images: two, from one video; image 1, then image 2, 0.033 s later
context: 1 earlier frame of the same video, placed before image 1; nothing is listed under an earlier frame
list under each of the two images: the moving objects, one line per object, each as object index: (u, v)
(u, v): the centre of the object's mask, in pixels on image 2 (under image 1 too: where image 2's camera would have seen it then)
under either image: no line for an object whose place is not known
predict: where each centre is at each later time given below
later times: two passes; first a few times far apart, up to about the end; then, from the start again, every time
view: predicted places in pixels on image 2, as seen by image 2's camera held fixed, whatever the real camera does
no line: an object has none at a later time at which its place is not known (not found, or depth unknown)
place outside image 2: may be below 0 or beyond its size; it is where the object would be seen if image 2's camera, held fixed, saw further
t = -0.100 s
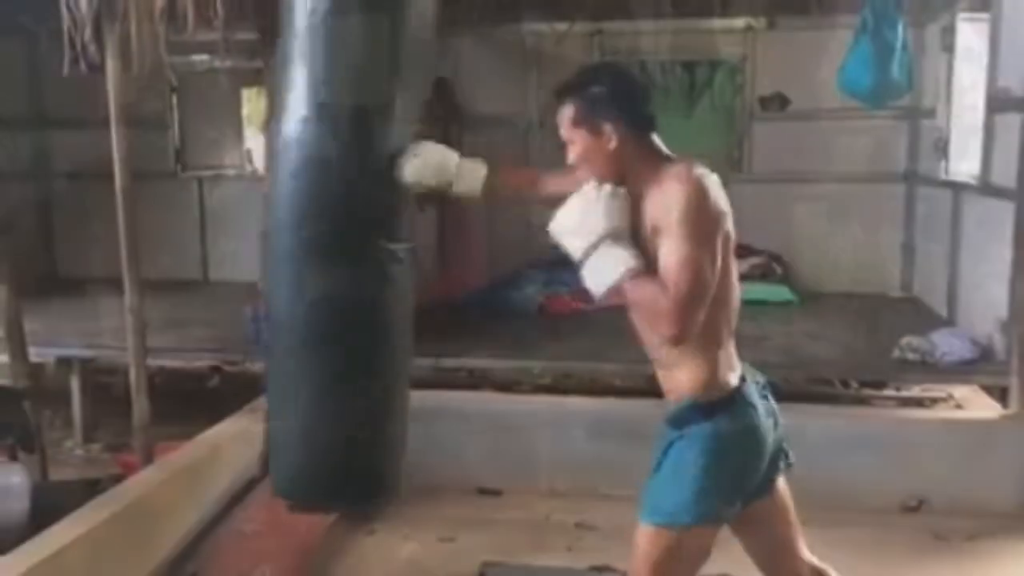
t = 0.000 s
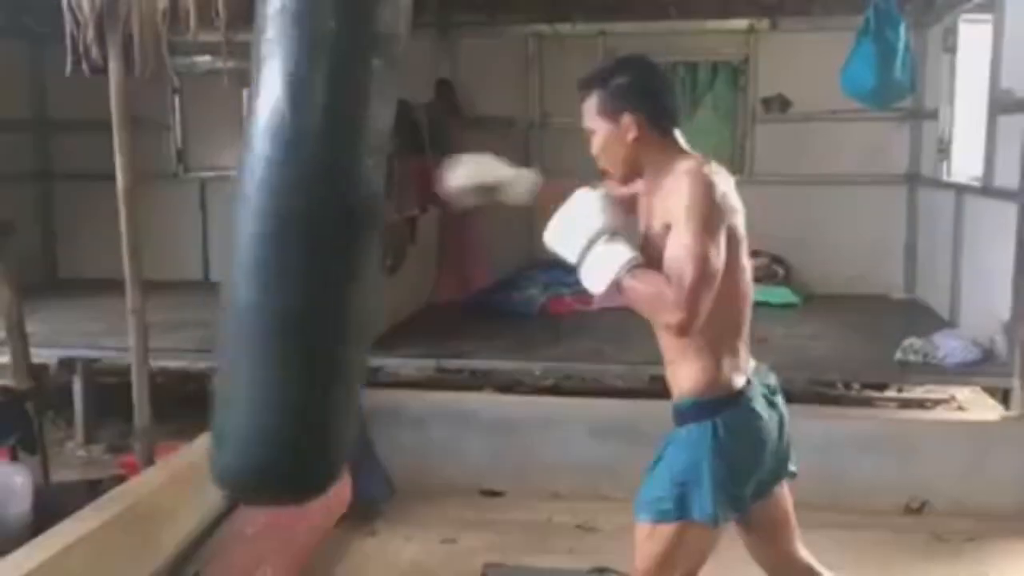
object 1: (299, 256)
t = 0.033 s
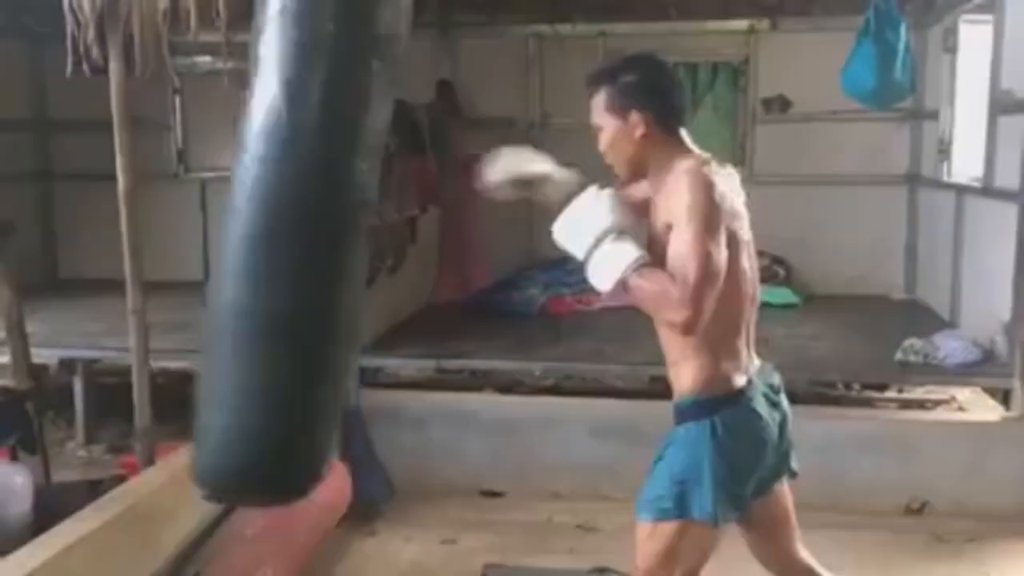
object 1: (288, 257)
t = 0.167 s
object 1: (264, 241)
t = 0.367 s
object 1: (245, 242)
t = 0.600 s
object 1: (292, 250)
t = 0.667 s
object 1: (313, 253)
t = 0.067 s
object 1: (283, 248)
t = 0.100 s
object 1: (276, 247)
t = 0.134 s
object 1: (270, 244)
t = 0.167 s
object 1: (264, 241)
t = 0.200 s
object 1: (257, 238)
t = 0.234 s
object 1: (252, 239)
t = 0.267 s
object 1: (248, 240)
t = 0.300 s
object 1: (245, 241)
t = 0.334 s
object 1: (245, 242)
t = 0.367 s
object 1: (245, 242)
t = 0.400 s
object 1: (248, 241)
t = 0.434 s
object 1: (252, 241)
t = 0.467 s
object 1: (258, 242)
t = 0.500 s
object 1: (265, 243)
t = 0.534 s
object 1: (272, 247)
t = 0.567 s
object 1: (281, 249)
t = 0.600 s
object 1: (292, 250)
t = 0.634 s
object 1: (302, 252)
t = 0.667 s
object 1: (313, 253)
